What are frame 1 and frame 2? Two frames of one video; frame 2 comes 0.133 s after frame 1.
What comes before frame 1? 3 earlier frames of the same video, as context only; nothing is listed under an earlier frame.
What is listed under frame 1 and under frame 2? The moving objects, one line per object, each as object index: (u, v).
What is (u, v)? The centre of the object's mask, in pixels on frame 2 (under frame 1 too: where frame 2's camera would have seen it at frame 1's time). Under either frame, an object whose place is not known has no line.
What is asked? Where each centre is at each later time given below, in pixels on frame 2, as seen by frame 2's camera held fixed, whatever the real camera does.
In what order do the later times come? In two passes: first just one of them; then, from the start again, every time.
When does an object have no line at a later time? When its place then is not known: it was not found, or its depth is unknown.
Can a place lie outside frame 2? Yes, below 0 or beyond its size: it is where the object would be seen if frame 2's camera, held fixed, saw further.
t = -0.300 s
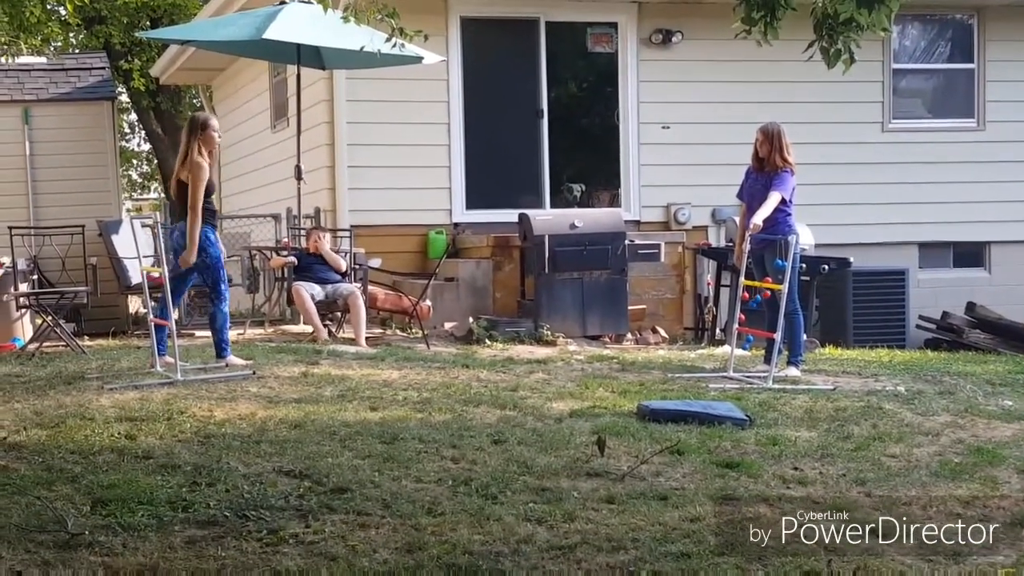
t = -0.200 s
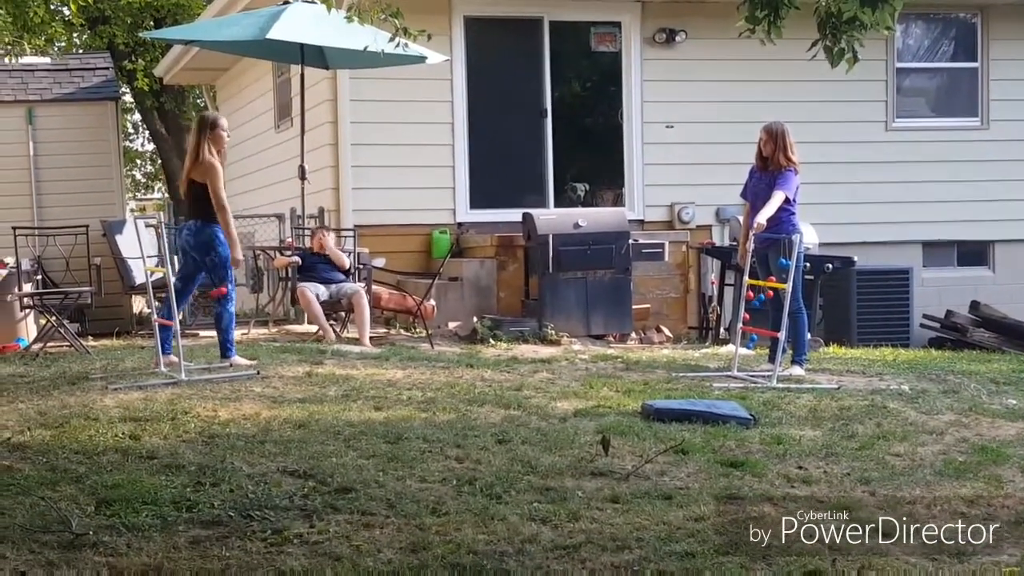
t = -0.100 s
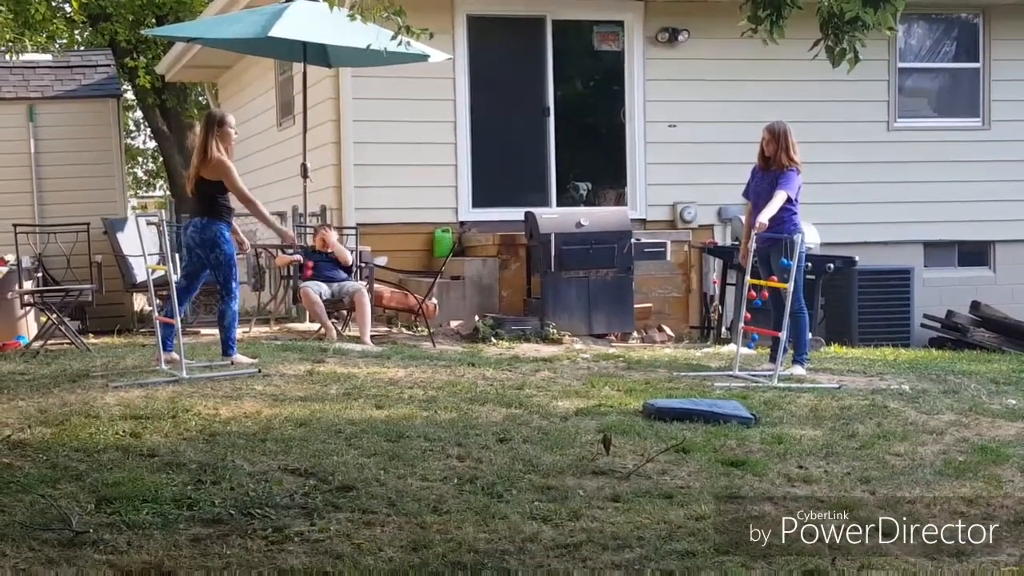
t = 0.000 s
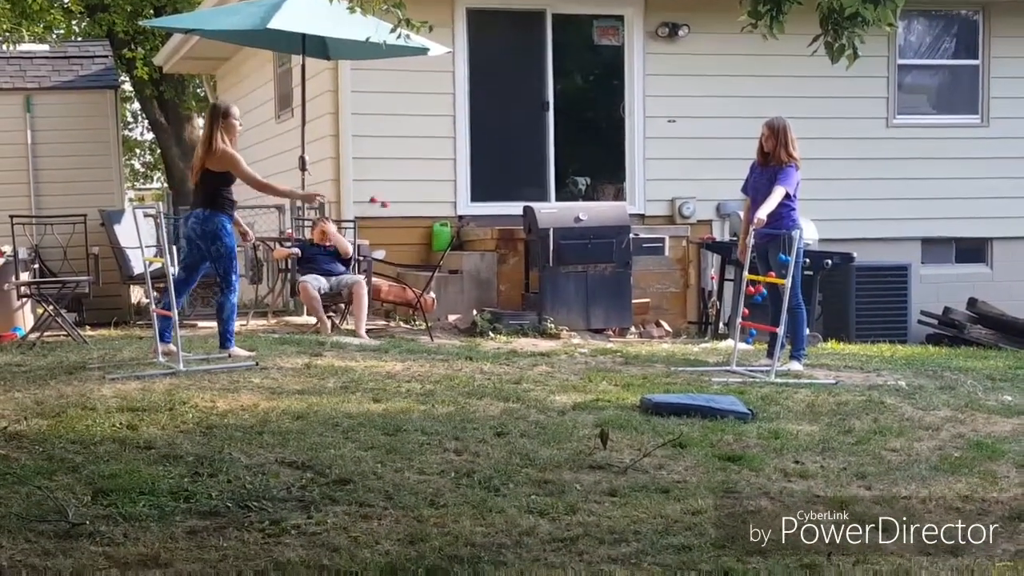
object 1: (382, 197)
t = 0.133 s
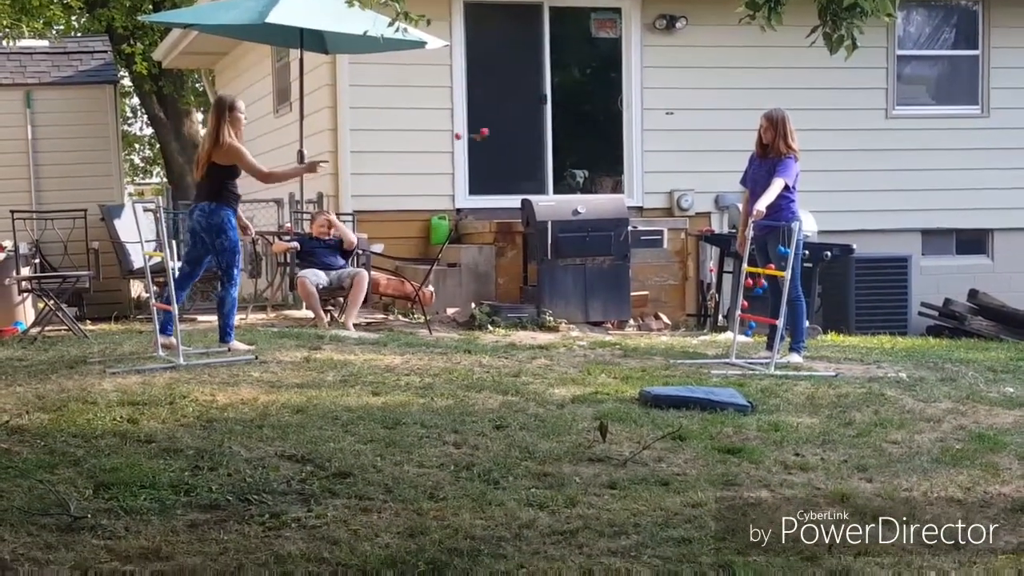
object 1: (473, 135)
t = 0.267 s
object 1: (560, 99)
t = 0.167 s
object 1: (494, 122)
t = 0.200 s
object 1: (516, 112)
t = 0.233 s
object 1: (537, 104)
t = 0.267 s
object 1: (560, 99)
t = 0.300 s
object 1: (581, 96)
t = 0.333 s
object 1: (603, 95)
